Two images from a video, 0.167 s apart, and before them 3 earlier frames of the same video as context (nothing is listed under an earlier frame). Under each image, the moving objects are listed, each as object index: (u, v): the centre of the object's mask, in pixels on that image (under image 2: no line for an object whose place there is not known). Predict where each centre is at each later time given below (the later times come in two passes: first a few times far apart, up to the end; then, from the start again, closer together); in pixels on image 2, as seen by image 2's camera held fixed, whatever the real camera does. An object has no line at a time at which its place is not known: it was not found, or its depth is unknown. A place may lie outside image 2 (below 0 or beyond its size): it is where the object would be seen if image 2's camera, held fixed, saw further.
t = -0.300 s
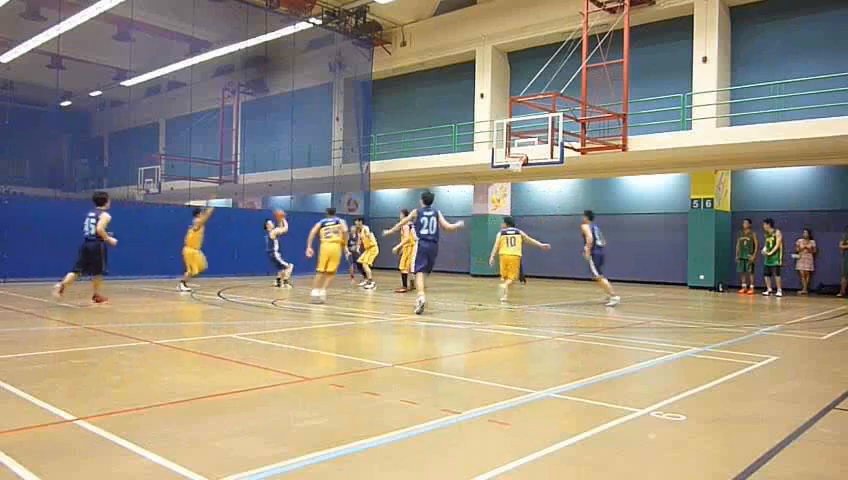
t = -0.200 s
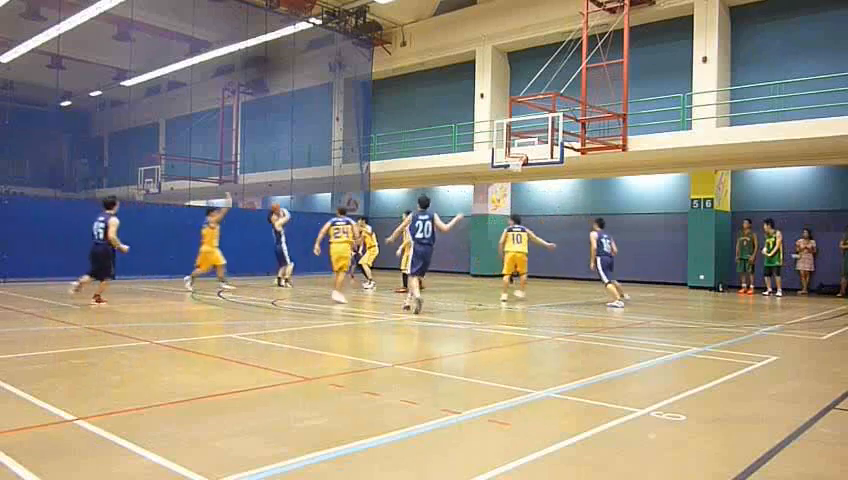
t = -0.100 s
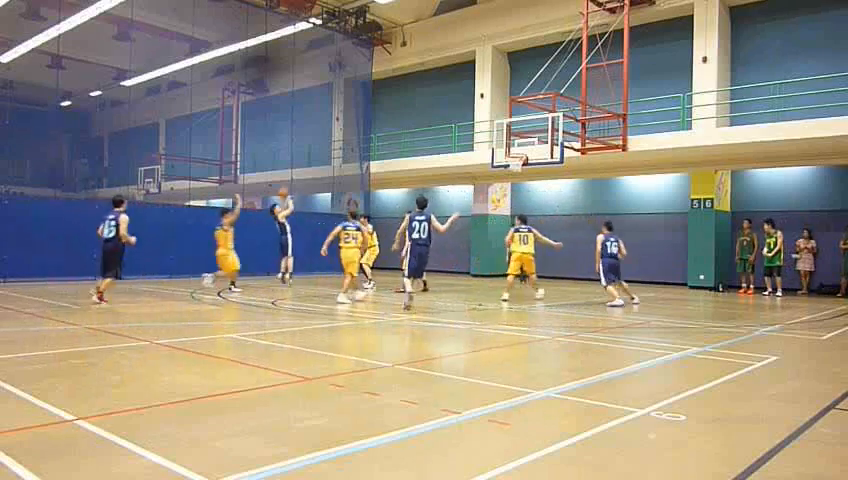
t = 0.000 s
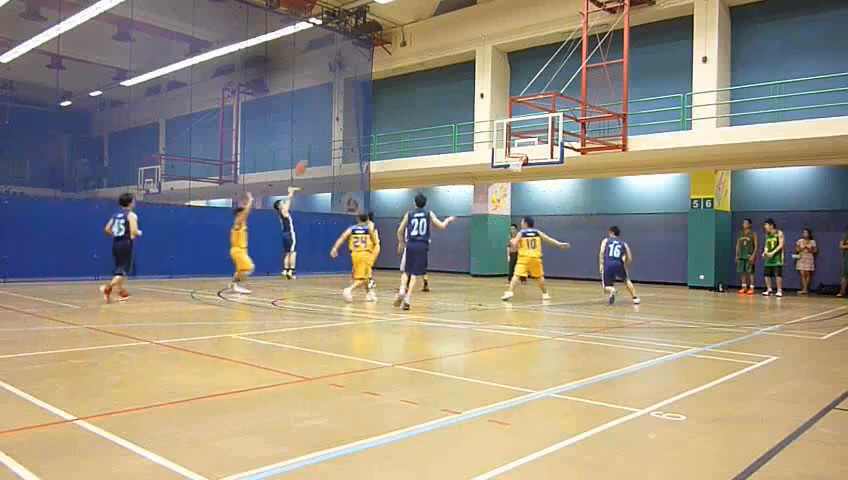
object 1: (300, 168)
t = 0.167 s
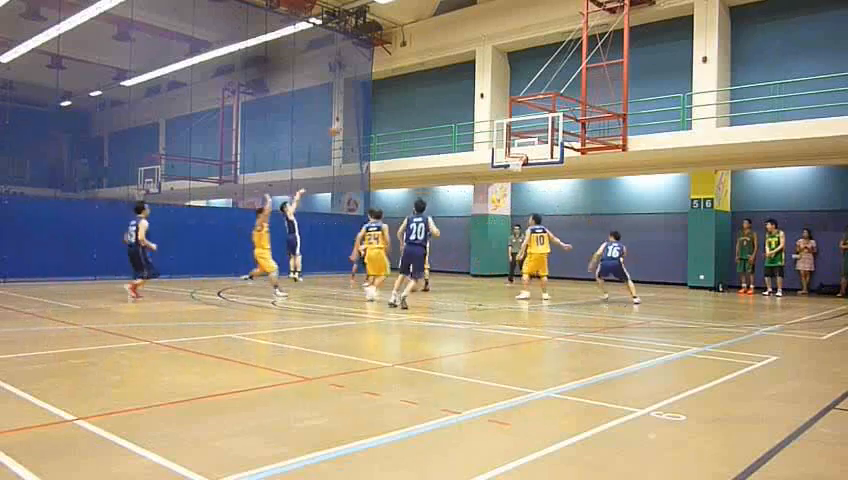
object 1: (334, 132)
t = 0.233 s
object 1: (349, 119)
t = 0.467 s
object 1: (397, 91)
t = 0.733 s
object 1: (450, 90)
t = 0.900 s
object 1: (481, 106)
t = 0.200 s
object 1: (342, 124)
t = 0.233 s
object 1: (349, 119)
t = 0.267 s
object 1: (357, 112)
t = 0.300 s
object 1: (363, 108)
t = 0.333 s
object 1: (370, 103)
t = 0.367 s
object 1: (377, 101)
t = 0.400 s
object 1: (383, 97)
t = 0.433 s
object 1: (390, 95)
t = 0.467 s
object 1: (397, 91)
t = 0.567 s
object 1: (416, 88)
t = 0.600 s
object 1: (423, 88)
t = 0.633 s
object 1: (429, 88)
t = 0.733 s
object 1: (450, 90)
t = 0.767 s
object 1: (456, 92)
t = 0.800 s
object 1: (462, 95)
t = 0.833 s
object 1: (468, 98)
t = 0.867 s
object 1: (474, 101)
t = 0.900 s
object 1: (481, 106)
